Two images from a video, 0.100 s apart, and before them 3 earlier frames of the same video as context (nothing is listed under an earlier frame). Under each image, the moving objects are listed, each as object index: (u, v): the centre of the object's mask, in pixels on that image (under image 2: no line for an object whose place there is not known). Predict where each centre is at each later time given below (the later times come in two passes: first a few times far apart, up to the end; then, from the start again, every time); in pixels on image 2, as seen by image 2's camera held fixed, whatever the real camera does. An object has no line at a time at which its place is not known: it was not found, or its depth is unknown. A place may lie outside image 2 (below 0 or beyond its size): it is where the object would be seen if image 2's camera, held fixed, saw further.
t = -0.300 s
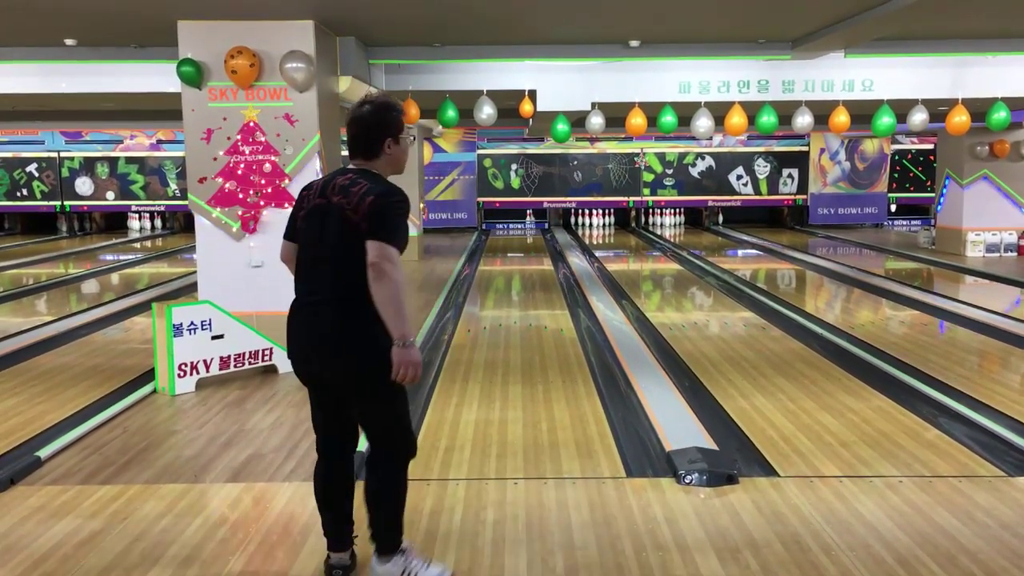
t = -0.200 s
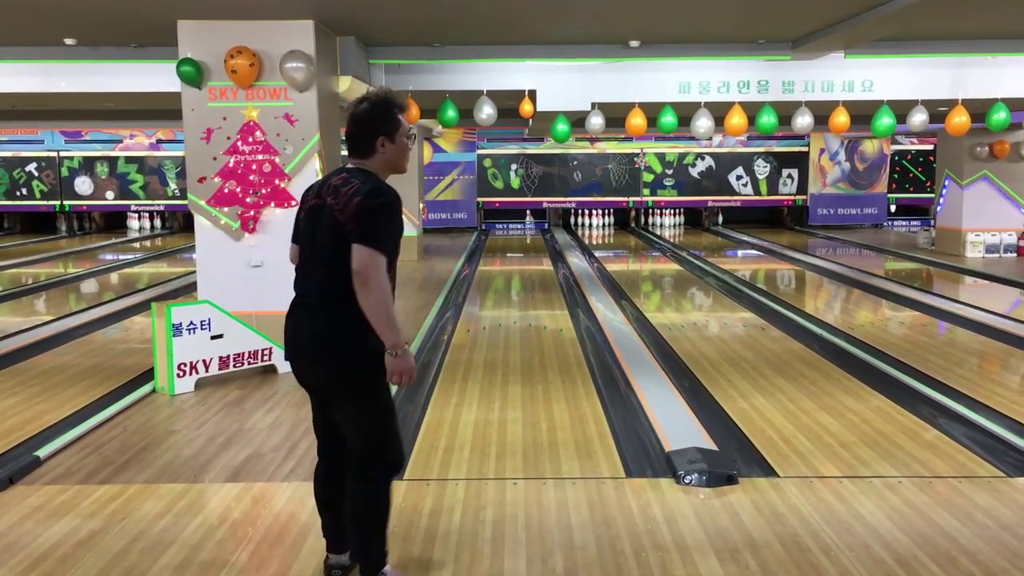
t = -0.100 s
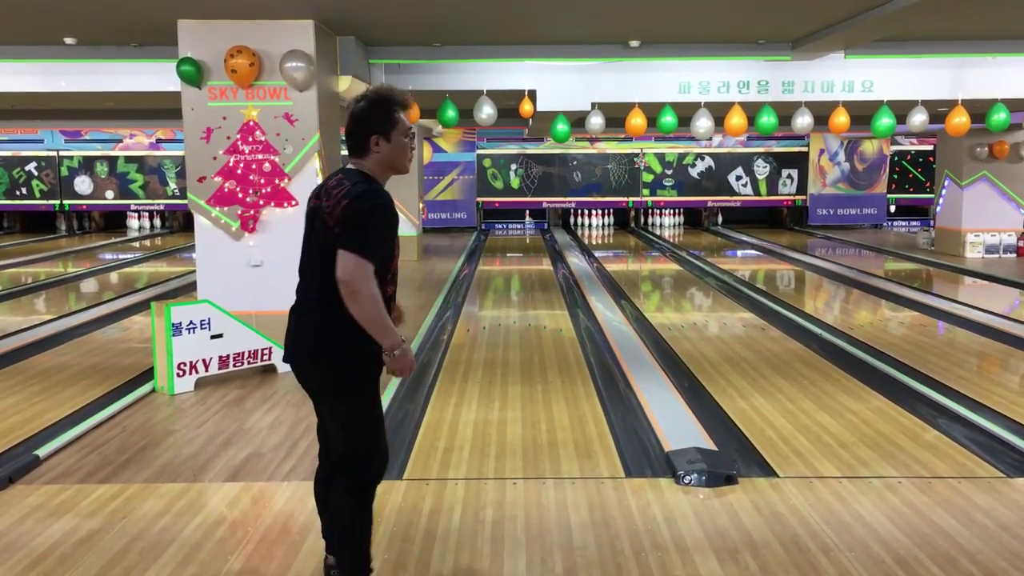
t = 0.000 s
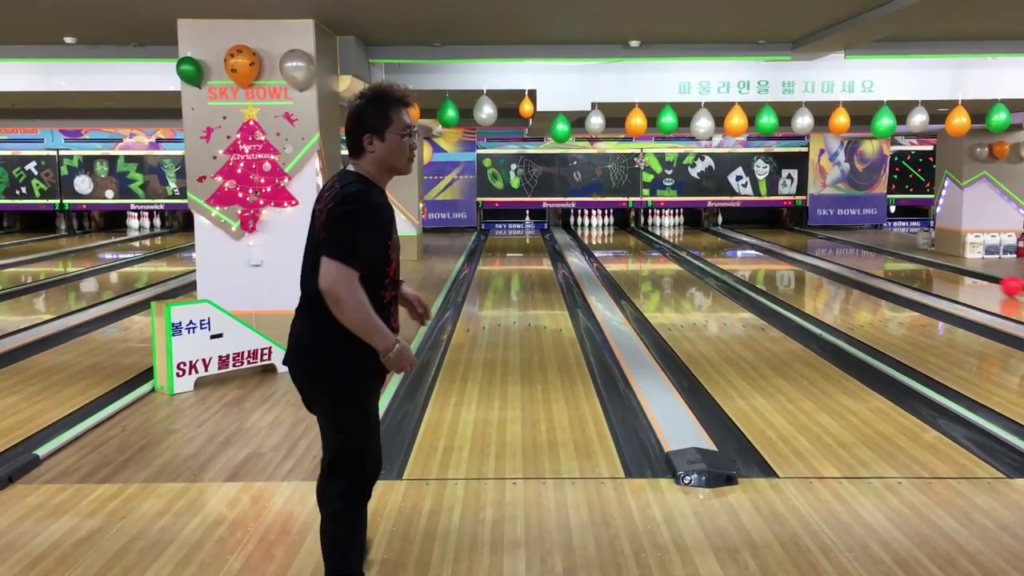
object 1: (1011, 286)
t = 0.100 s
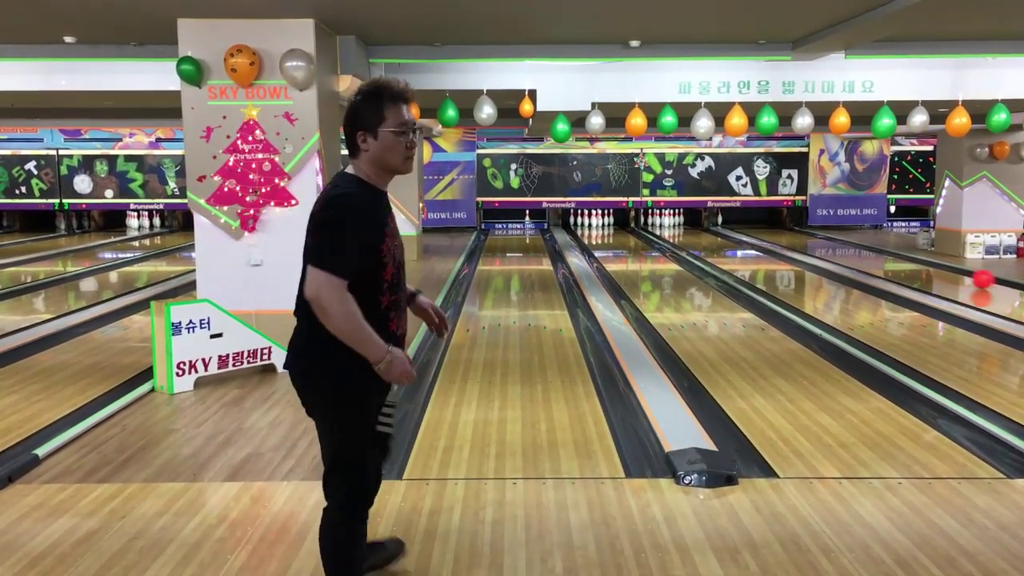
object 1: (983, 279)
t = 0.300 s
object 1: (932, 271)
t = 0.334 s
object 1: (925, 269)
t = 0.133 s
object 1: (973, 277)
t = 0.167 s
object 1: (964, 275)
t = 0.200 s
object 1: (956, 273)
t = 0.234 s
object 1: (948, 271)
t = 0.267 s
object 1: (940, 269)
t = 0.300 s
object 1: (932, 271)
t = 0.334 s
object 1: (925, 269)
